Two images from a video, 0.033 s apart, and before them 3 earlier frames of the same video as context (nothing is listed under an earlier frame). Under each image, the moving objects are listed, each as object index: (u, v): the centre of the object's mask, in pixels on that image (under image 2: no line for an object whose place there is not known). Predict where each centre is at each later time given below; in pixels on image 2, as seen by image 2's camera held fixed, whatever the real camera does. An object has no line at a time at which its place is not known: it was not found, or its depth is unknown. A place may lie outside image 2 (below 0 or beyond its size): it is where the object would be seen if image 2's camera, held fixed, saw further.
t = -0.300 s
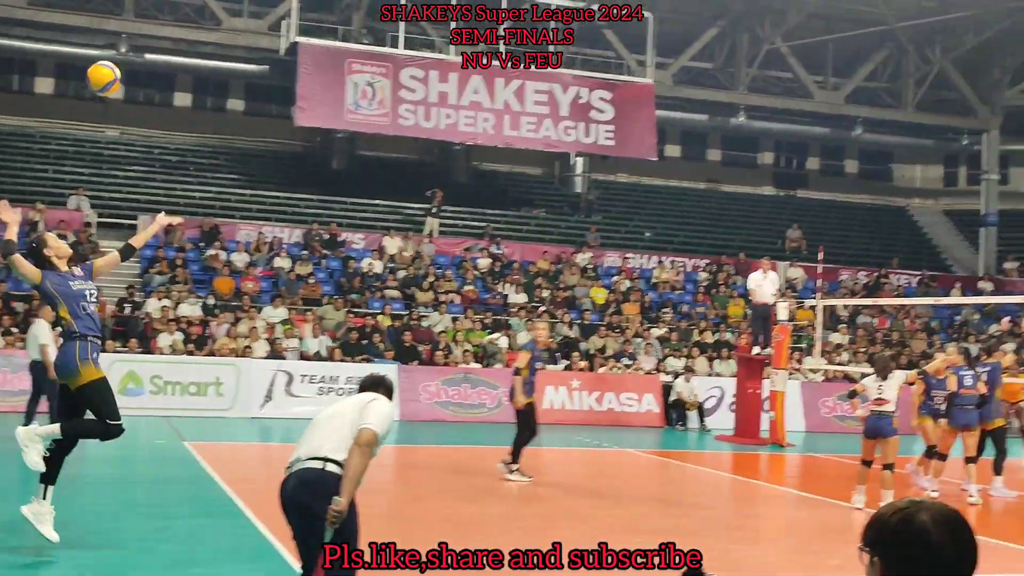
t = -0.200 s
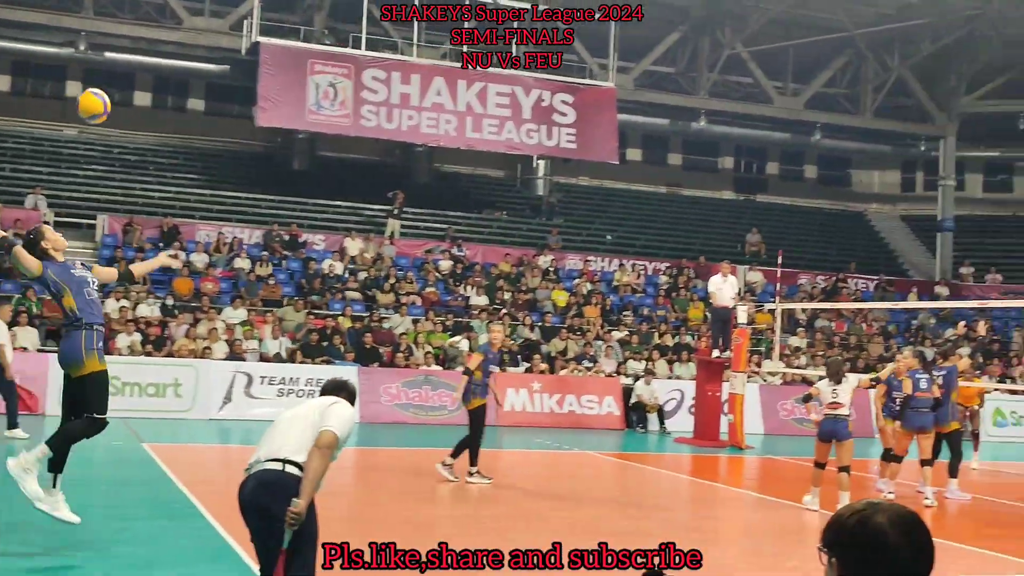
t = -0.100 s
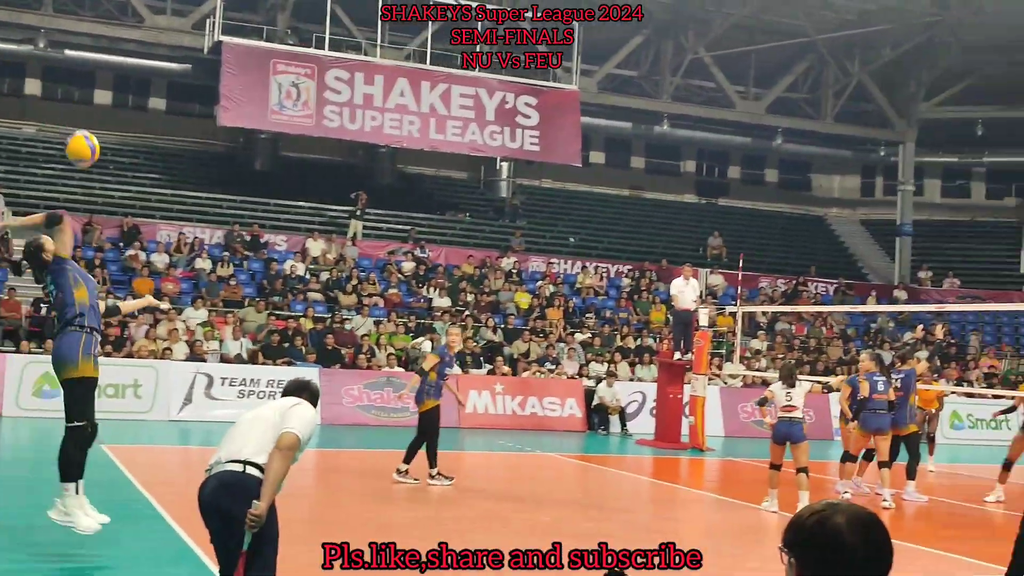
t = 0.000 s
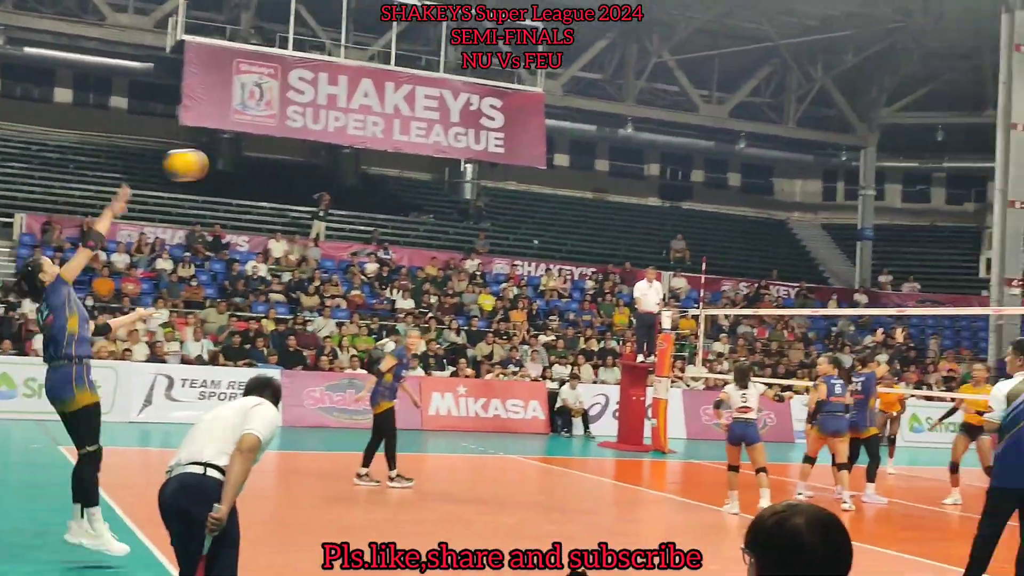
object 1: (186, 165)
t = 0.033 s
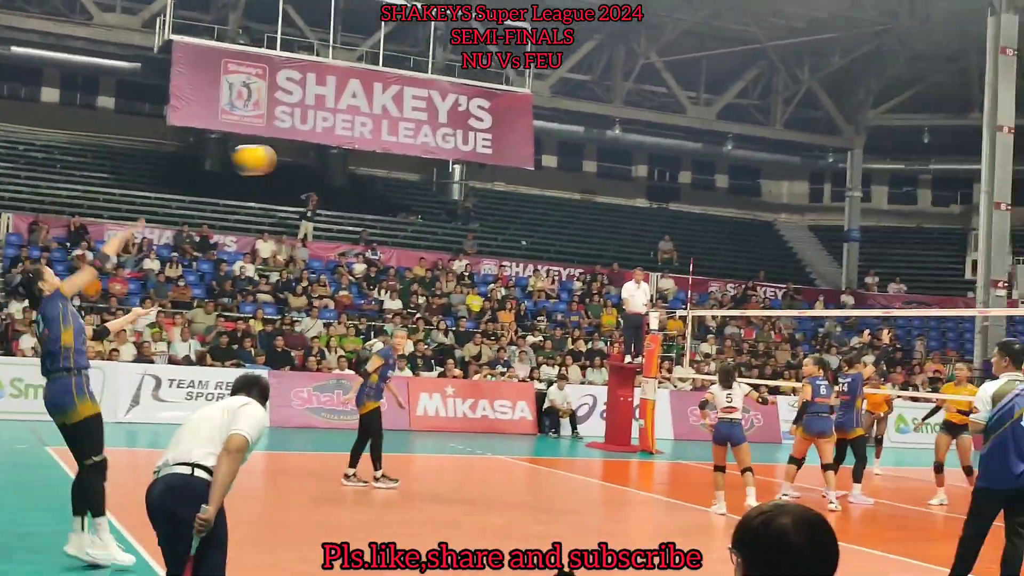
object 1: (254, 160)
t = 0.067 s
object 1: (327, 156)
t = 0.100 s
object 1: (393, 153)
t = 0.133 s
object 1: (456, 152)
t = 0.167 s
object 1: (512, 151)
